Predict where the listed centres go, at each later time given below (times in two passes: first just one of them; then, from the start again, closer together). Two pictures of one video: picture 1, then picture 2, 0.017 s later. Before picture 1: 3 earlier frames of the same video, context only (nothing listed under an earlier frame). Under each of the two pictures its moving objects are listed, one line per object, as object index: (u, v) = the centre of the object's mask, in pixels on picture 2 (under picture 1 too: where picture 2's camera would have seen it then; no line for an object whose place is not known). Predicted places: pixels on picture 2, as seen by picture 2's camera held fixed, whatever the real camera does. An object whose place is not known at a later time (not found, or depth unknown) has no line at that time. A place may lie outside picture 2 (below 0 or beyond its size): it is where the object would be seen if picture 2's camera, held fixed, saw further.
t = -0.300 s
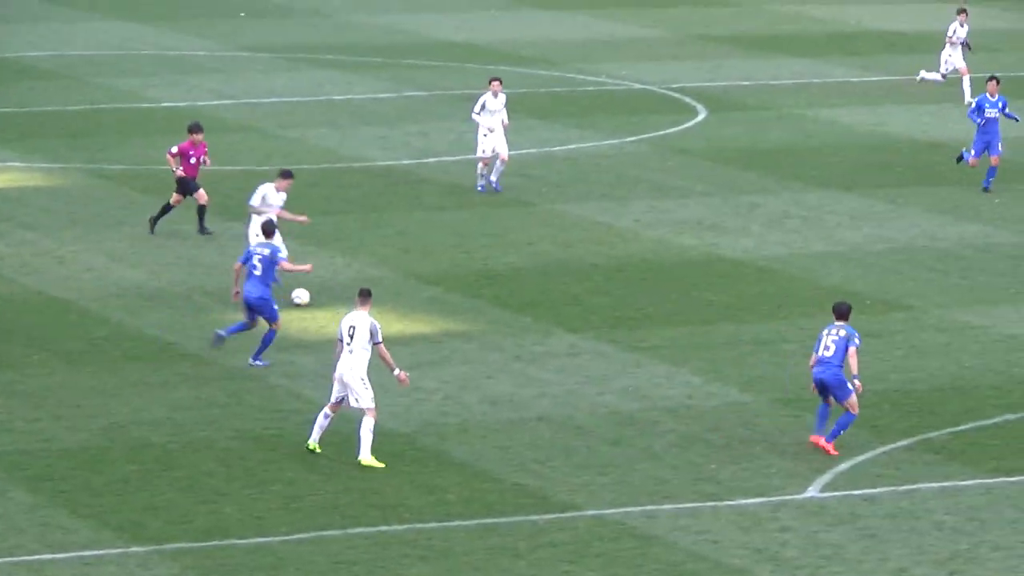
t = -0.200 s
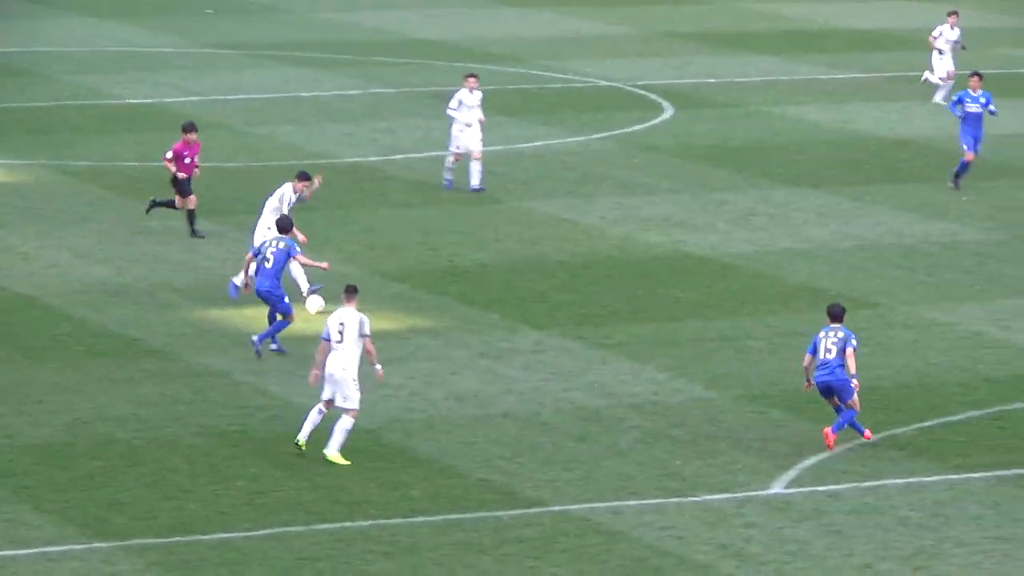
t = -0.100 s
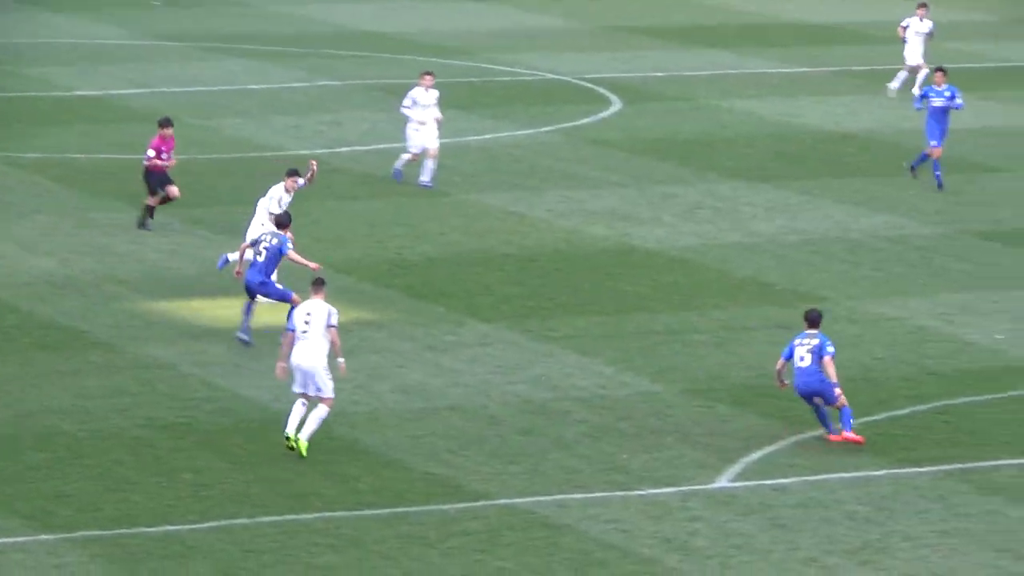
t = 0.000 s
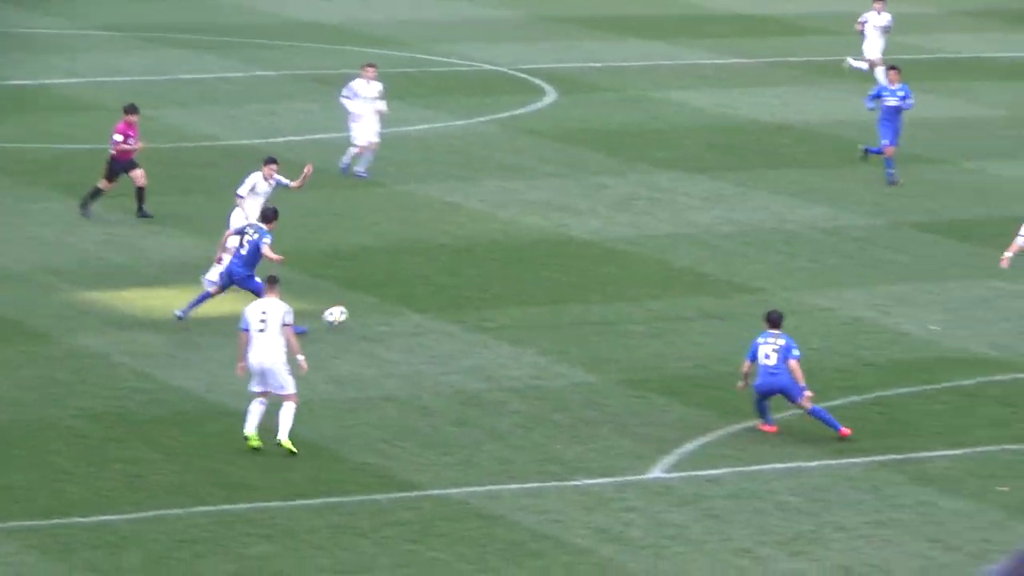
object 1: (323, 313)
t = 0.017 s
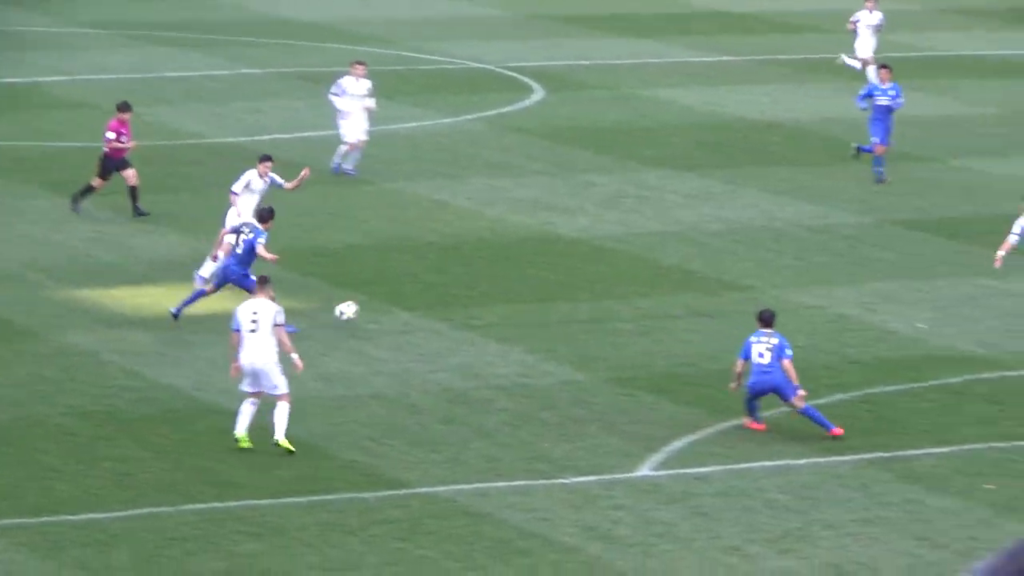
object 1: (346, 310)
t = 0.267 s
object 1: (665, 299)
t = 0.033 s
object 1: (369, 308)
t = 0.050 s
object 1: (390, 306)
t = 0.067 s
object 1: (412, 304)
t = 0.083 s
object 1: (434, 302)
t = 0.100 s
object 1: (456, 301)
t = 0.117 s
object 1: (478, 300)
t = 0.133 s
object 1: (500, 298)
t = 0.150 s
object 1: (521, 298)
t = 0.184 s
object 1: (563, 297)
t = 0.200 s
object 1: (584, 296)
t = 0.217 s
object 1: (604, 297)
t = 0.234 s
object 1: (626, 297)
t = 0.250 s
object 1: (645, 298)
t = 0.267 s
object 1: (665, 299)
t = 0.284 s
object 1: (685, 300)
